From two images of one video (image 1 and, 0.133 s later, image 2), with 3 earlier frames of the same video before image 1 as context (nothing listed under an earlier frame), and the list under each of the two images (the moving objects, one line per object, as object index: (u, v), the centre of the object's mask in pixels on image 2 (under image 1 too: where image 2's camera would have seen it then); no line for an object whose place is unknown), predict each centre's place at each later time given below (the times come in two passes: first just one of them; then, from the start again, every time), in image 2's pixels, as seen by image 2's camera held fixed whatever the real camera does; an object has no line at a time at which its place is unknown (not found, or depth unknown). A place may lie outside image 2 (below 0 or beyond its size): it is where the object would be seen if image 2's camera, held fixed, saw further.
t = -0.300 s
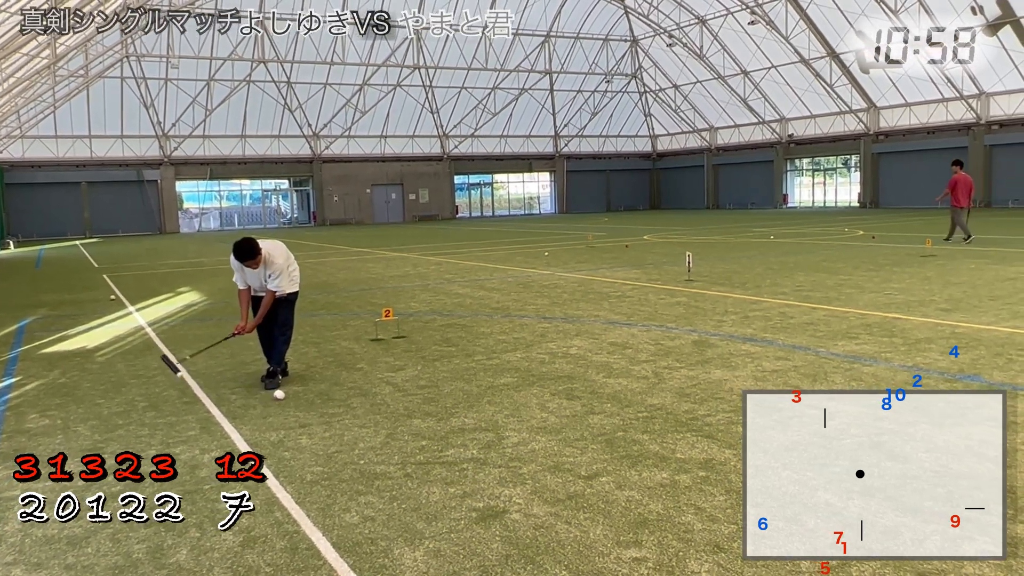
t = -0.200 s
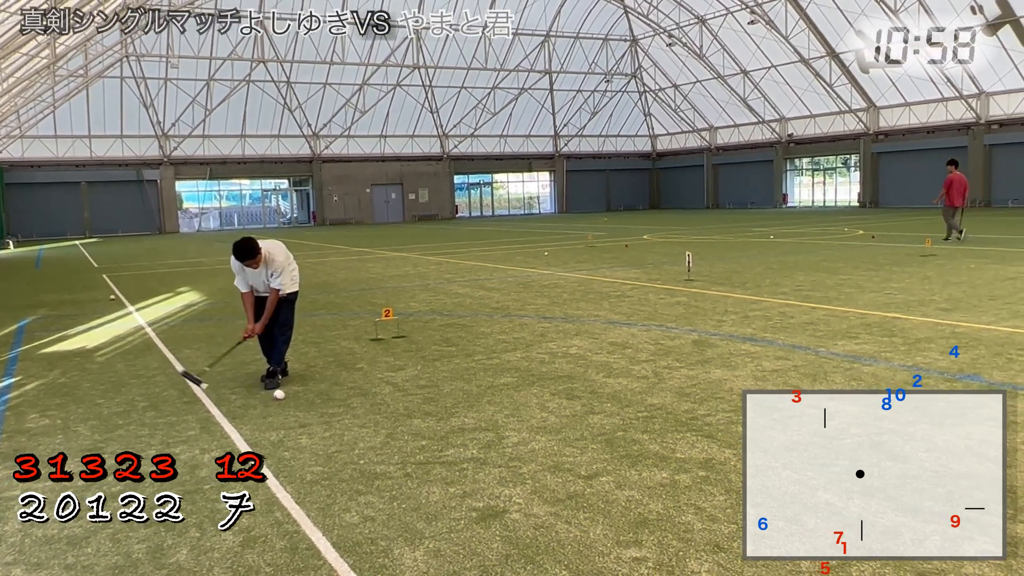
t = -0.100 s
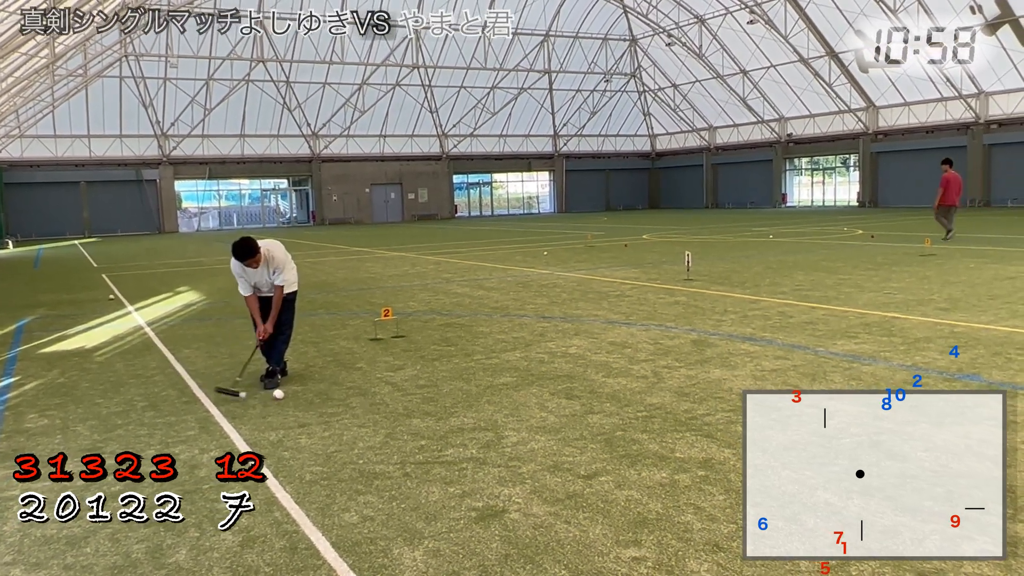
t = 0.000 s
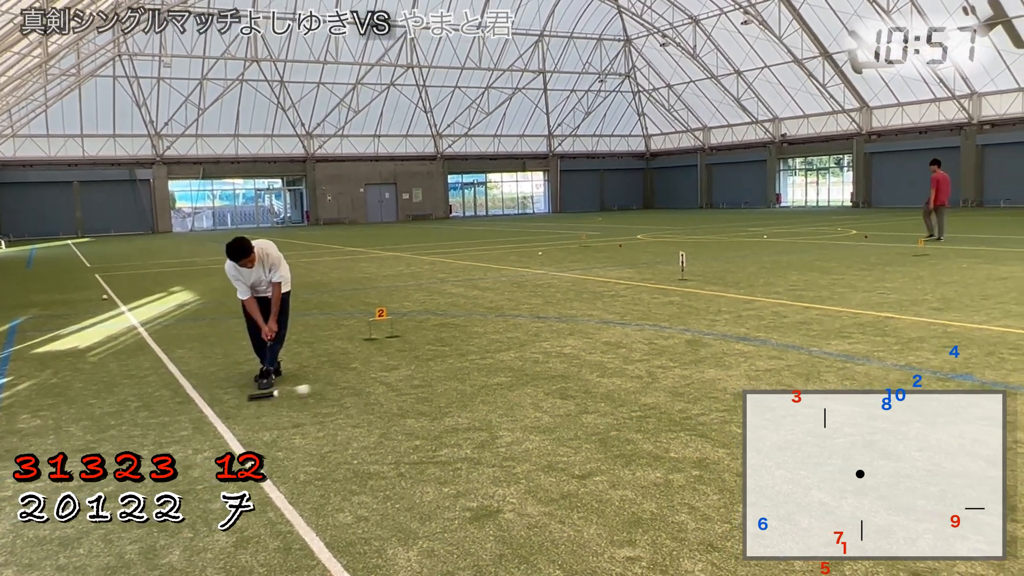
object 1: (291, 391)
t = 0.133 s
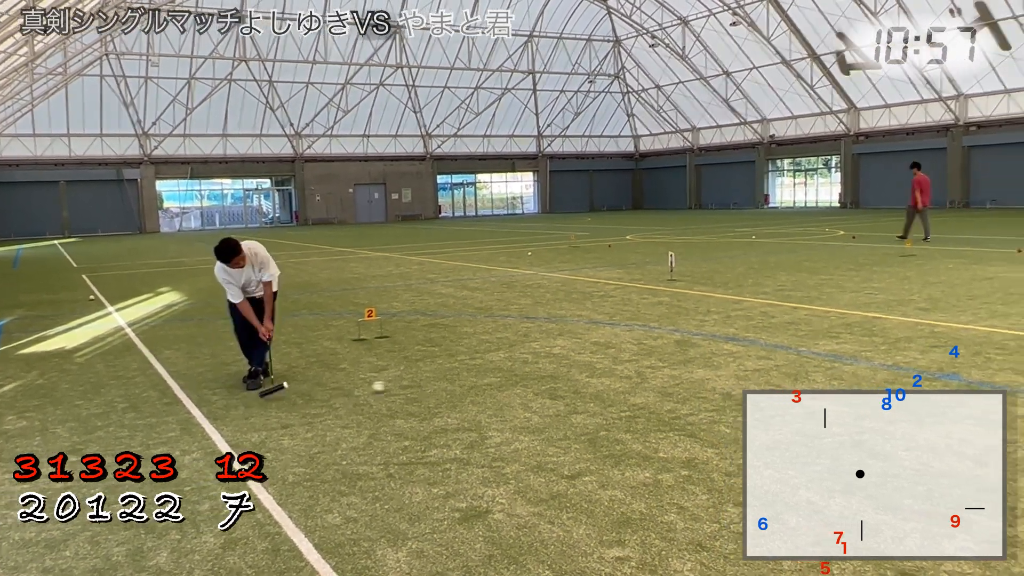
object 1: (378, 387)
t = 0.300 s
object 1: (471, 382)
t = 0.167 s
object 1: (398, 385)
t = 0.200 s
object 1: (418, 386)
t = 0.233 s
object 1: (437, 384)
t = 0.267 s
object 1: (455, 384)
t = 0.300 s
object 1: (471, 382)
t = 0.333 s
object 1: (488, 381)
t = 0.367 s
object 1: (503, 381)
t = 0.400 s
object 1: (518, 380)
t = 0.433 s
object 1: (534, 379)
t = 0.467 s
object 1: (547, 378)
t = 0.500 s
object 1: (562, 378)
